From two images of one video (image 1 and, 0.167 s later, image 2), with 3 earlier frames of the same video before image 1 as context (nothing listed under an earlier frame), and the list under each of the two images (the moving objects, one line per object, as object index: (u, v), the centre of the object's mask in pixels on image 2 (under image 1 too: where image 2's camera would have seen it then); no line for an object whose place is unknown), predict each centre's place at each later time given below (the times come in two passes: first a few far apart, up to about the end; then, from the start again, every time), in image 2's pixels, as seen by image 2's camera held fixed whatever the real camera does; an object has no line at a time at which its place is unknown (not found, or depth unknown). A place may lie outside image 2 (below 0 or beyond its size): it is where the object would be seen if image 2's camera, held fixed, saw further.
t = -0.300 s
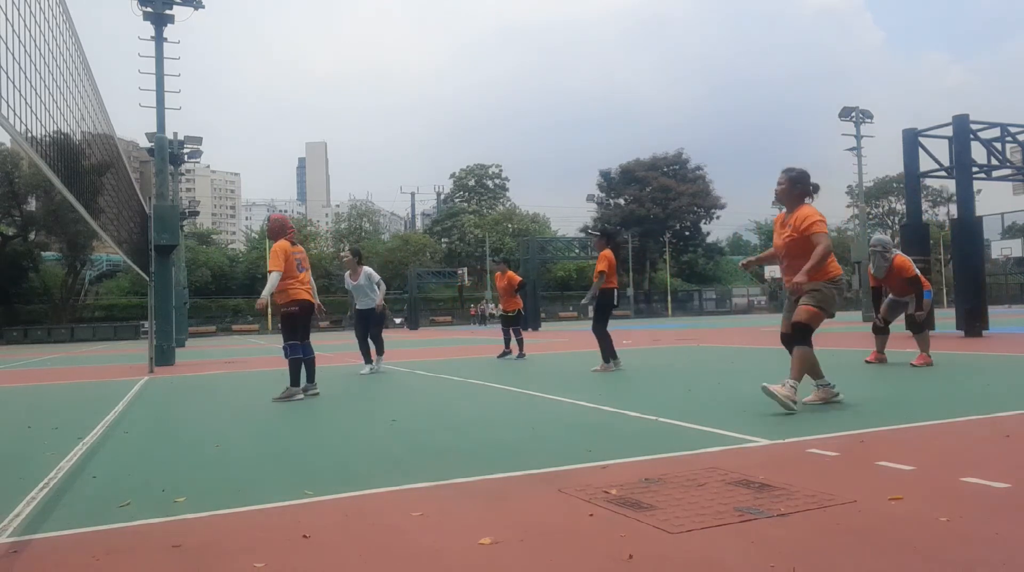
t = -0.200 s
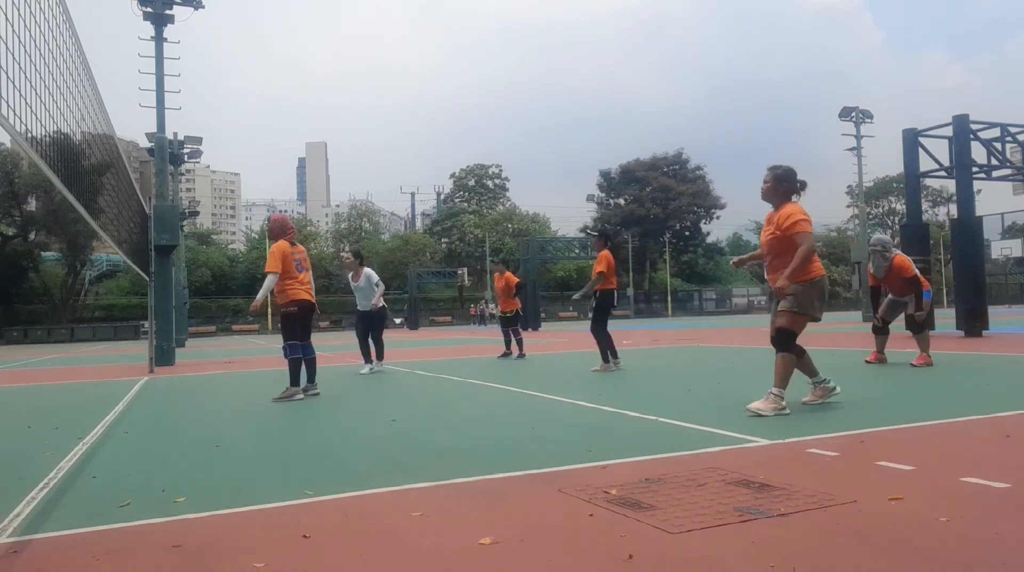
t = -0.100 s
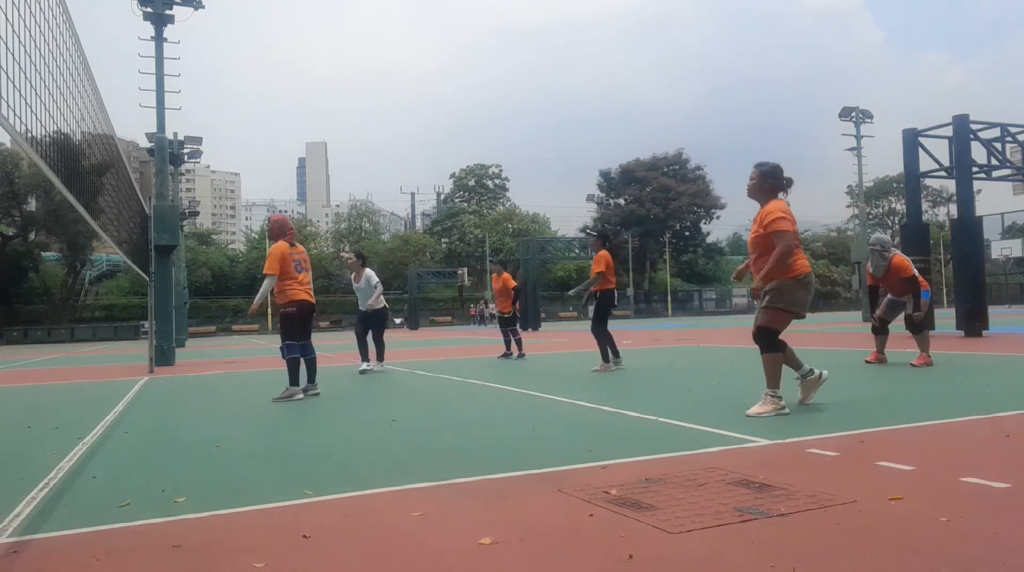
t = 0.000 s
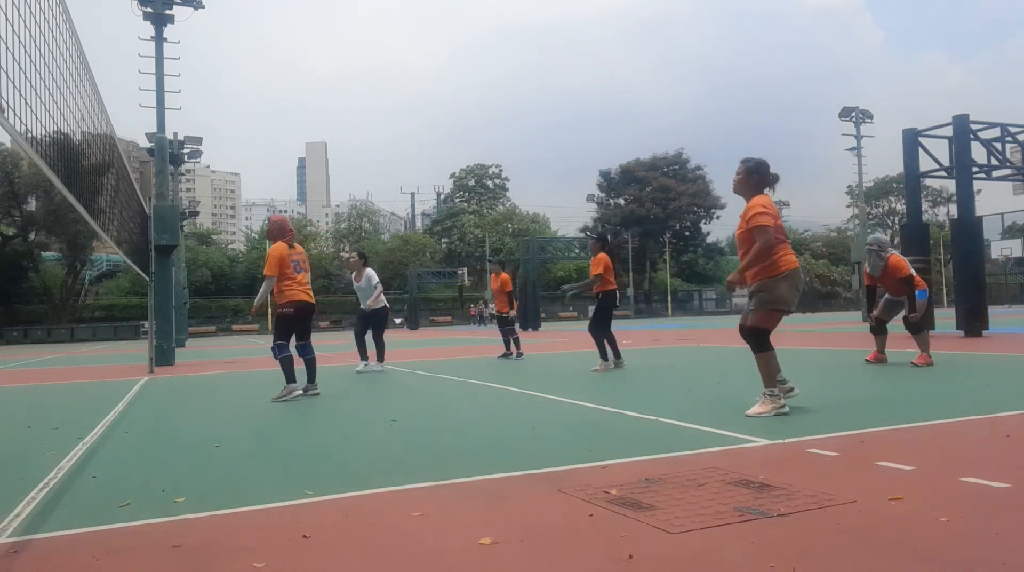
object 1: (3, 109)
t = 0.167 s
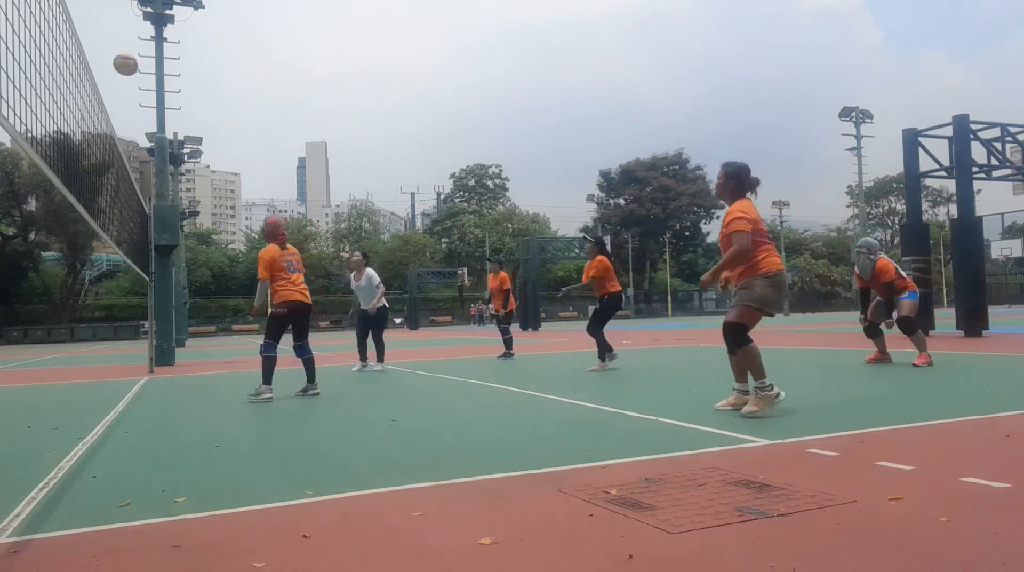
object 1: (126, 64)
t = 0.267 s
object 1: (204, 54)
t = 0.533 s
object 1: (405, 78)
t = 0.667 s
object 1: (499, 117)
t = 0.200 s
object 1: (151, 60)
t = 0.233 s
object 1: (178, 56)
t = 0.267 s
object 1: (204, 54)
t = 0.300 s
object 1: (230, 53)
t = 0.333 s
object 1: (256, 53)
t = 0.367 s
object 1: (282, 54)
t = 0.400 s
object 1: (307, 57)
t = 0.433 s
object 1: (331, 61)
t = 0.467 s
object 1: (356, 65)
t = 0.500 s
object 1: (381, 71)
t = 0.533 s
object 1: (405, 78)
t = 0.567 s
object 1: (429, 86)
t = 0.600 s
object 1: (452, 96)
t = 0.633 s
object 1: (476, 106)
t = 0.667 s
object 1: (499, 117)
